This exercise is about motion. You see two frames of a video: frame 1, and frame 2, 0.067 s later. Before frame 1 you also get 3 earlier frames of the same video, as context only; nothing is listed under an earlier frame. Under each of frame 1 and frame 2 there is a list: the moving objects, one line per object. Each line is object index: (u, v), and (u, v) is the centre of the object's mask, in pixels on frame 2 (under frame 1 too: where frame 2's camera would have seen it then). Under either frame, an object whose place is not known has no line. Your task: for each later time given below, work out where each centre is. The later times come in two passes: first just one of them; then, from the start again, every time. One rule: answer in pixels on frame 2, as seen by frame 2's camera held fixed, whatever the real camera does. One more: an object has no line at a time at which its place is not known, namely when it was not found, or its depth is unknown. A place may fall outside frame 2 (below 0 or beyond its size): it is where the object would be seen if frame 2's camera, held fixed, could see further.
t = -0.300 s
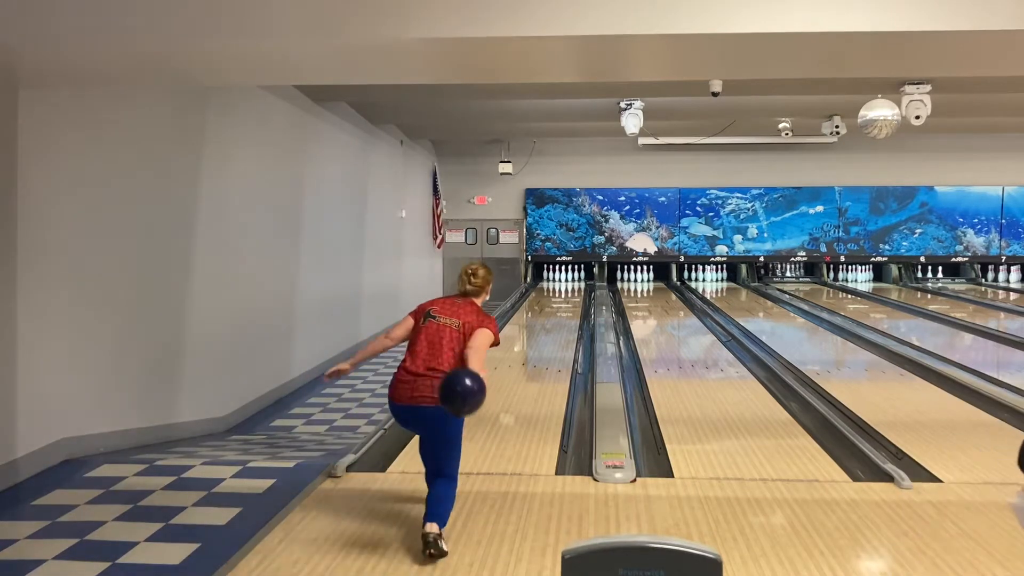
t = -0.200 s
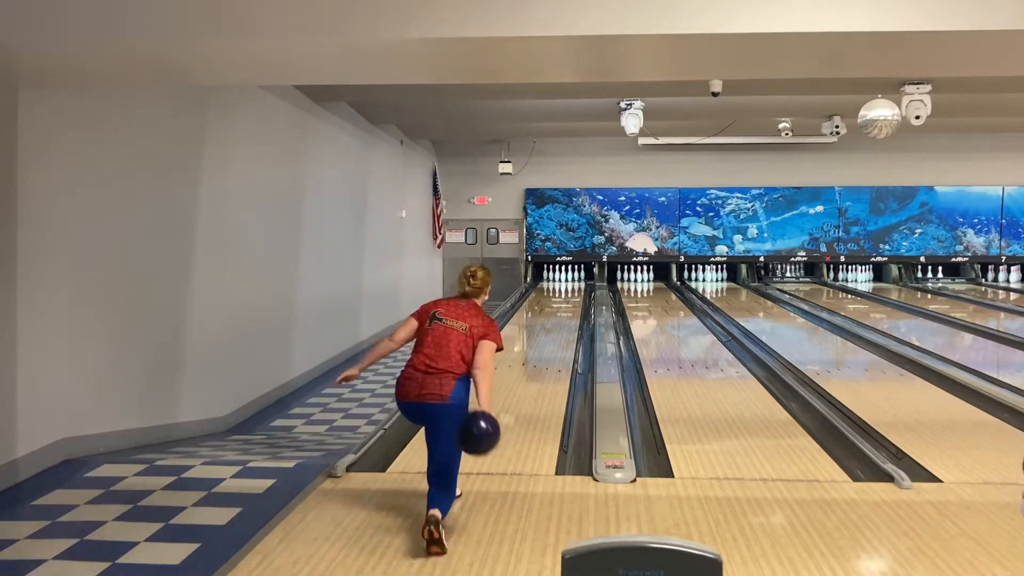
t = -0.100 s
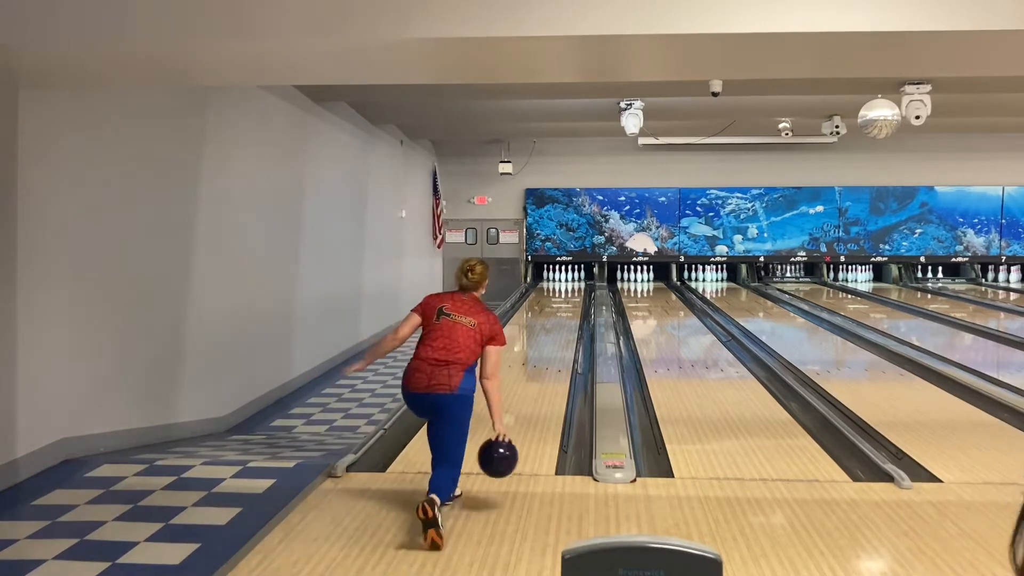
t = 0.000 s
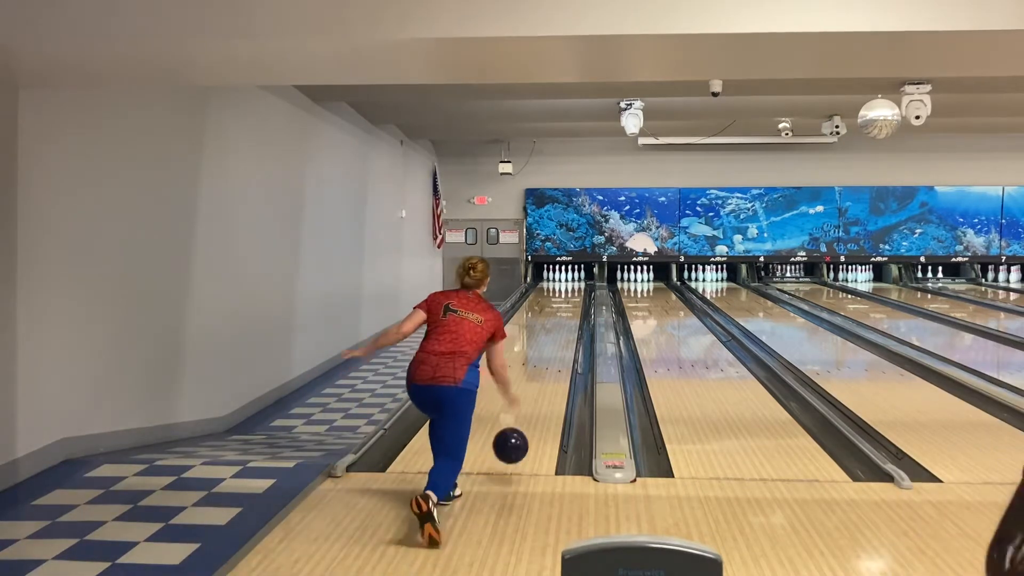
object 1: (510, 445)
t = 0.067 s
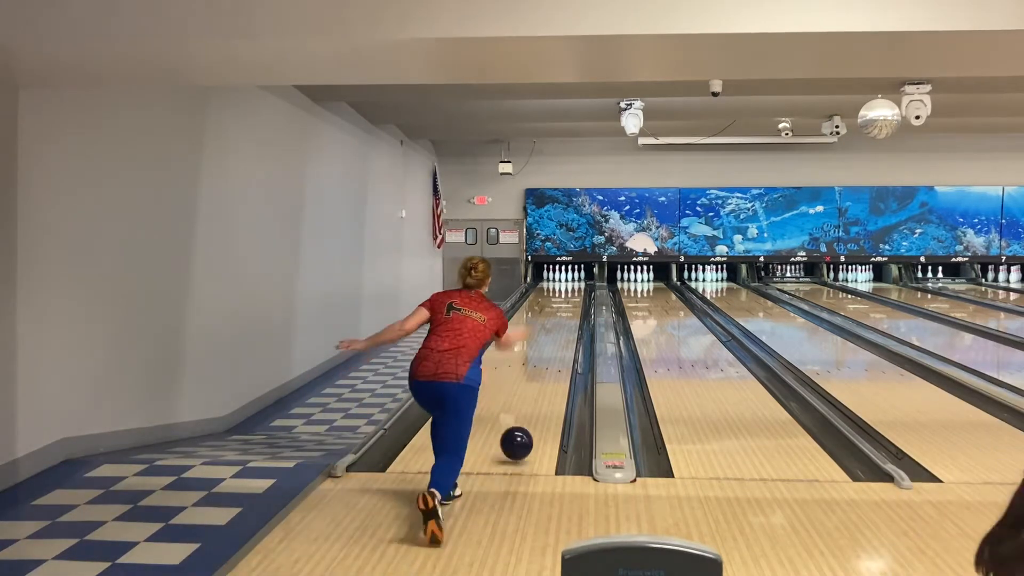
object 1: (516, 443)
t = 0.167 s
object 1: (524, 424)
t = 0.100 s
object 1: (519, 439)
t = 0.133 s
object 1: (521, 431)
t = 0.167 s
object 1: (524, 424)
